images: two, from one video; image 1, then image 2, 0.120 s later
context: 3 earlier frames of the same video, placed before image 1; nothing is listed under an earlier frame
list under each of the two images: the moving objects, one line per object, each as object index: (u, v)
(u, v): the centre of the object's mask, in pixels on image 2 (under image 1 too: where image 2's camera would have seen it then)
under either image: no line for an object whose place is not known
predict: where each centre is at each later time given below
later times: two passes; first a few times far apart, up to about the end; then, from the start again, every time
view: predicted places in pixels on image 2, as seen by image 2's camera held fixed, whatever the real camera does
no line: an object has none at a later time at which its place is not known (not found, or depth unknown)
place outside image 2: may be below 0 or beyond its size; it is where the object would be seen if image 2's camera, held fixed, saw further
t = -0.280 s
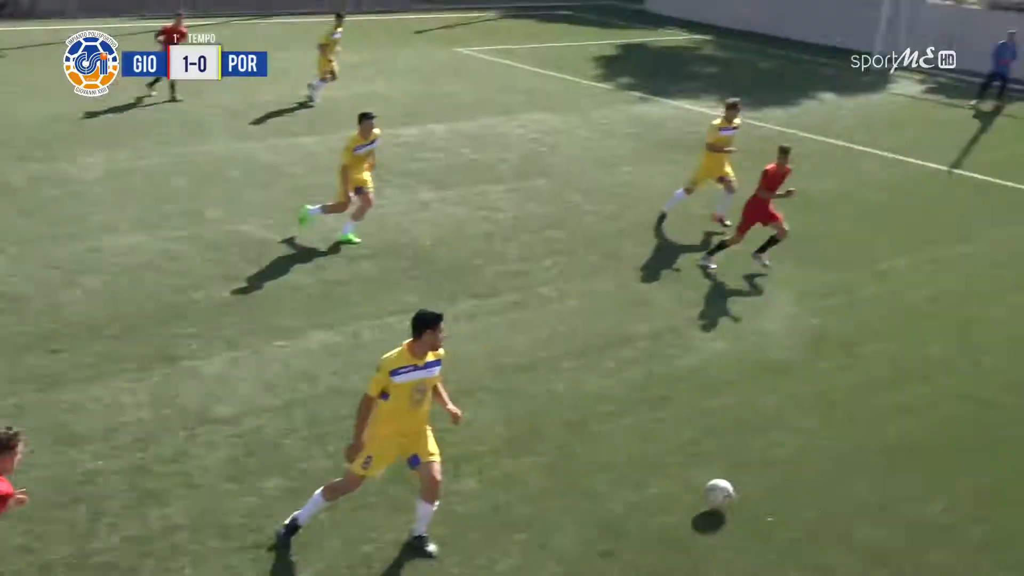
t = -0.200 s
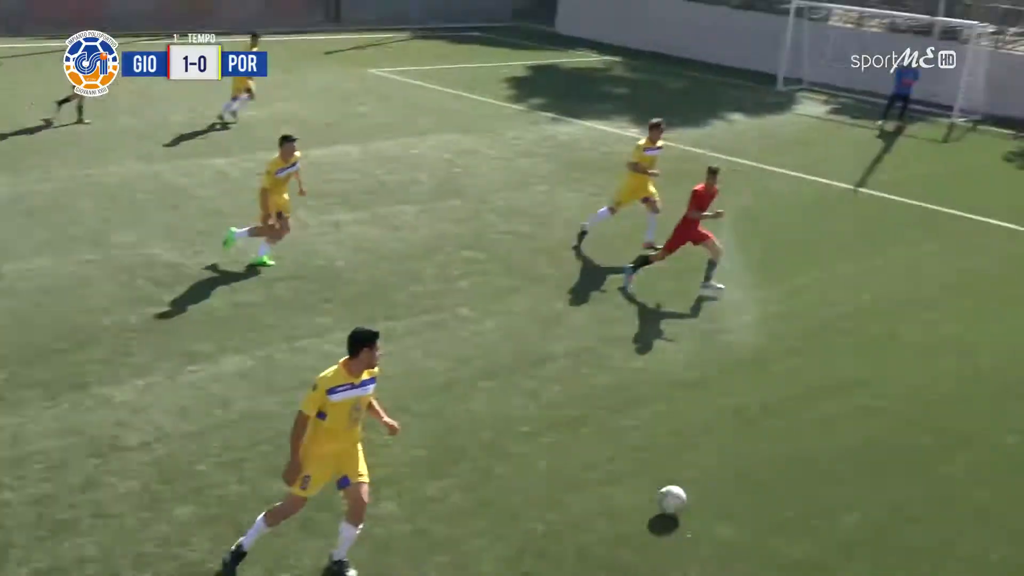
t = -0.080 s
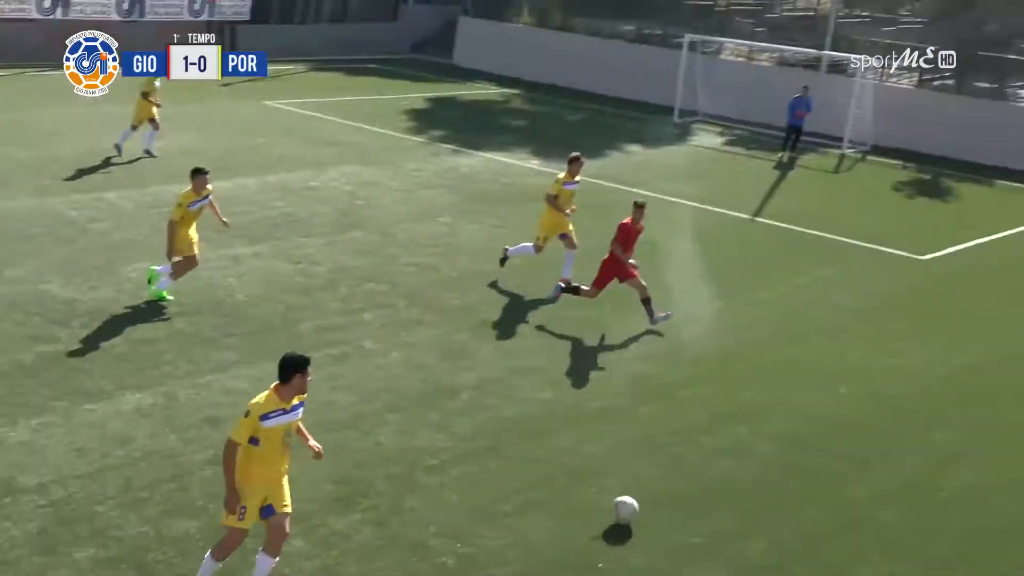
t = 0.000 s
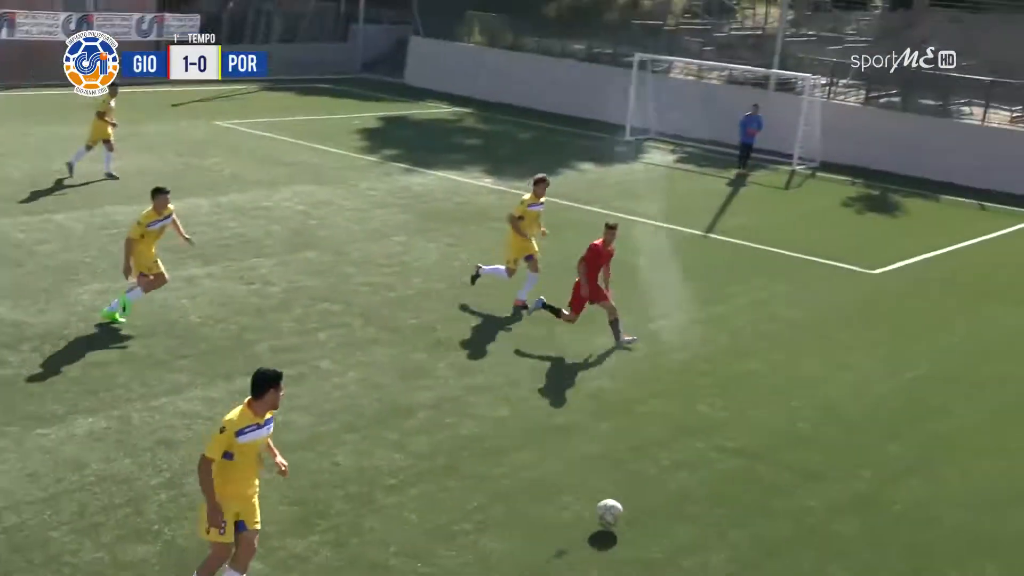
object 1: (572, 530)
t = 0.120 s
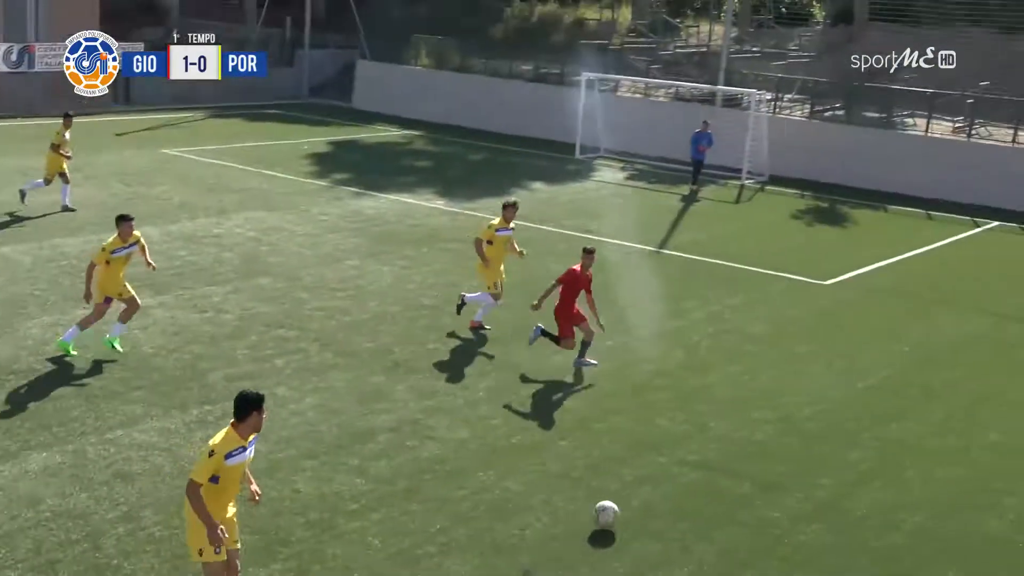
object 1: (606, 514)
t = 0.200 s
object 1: (626, 506)
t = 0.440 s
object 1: (674, 479)
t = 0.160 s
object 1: (617, 509)
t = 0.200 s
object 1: (626, 506)
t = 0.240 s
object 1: (635, 501)
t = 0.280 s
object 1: (644, 496)
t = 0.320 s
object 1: (652, 491)
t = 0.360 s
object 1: (660, 487)
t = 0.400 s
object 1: (667, 483)
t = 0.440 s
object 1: (674, 479)
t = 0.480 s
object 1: (681, 476)
